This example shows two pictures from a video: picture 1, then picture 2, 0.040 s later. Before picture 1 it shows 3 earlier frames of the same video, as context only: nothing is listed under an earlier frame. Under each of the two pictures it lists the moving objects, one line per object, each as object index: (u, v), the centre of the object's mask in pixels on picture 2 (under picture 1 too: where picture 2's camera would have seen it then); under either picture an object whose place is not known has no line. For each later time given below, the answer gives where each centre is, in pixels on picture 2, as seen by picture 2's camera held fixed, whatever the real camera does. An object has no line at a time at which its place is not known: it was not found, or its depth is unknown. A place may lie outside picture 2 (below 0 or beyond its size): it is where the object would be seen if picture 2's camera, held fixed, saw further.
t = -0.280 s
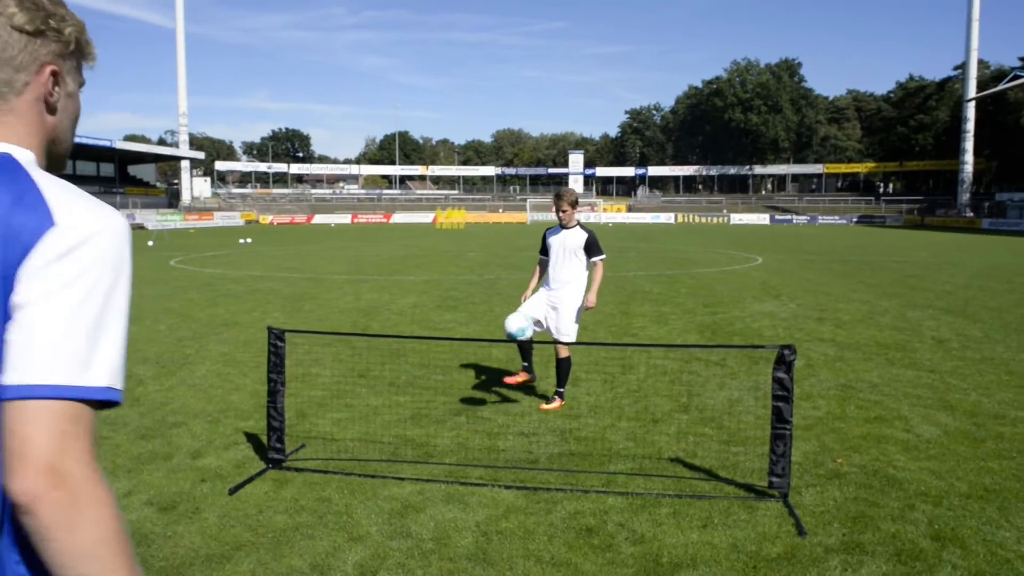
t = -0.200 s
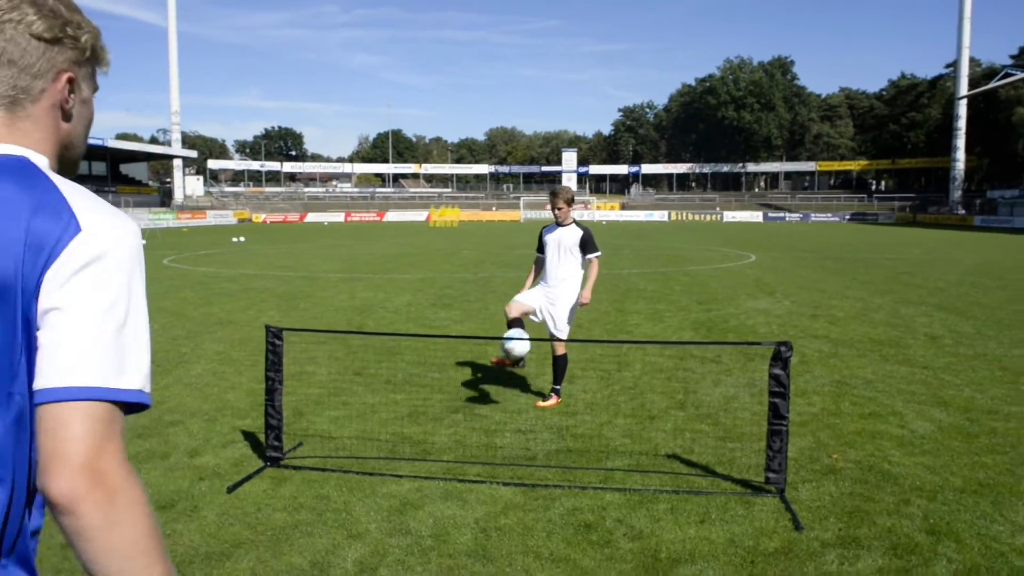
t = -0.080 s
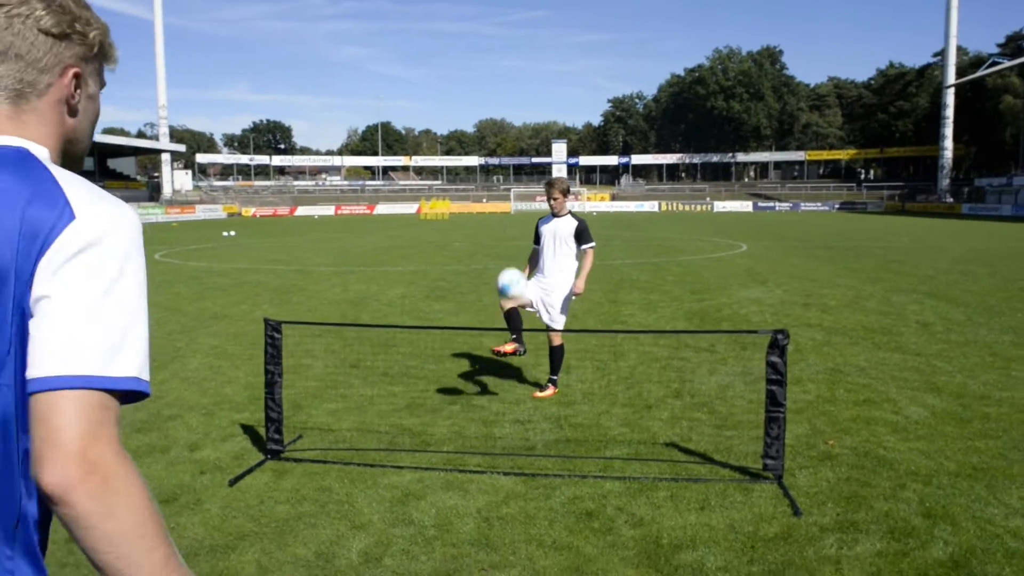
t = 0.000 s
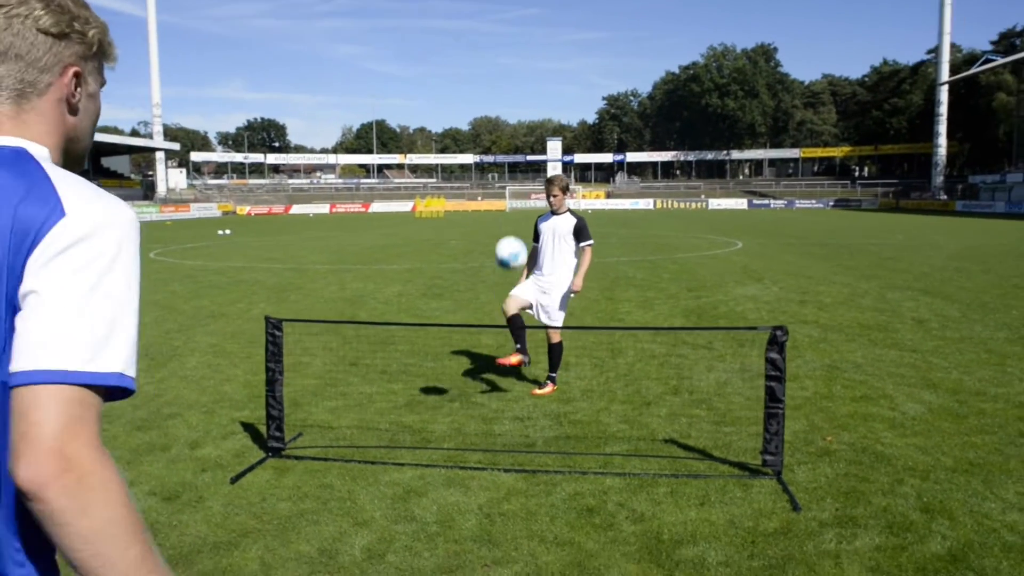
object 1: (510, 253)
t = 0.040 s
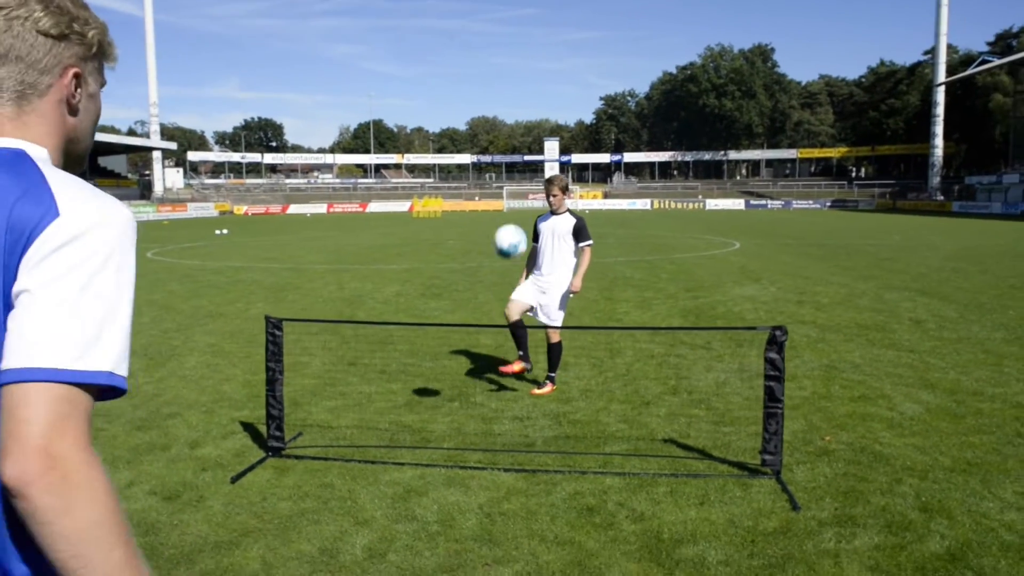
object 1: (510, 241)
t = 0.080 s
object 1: (510, 232)
